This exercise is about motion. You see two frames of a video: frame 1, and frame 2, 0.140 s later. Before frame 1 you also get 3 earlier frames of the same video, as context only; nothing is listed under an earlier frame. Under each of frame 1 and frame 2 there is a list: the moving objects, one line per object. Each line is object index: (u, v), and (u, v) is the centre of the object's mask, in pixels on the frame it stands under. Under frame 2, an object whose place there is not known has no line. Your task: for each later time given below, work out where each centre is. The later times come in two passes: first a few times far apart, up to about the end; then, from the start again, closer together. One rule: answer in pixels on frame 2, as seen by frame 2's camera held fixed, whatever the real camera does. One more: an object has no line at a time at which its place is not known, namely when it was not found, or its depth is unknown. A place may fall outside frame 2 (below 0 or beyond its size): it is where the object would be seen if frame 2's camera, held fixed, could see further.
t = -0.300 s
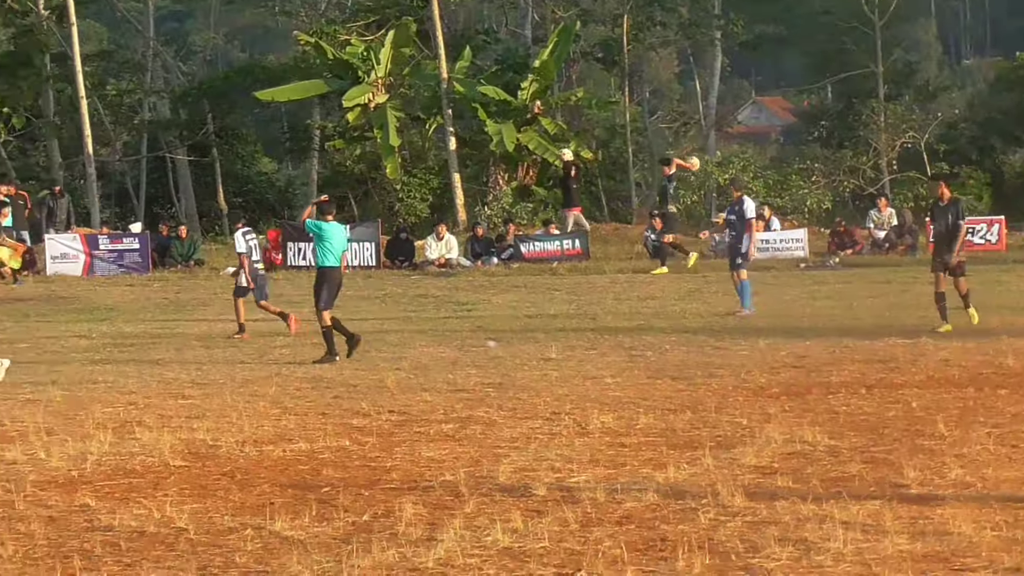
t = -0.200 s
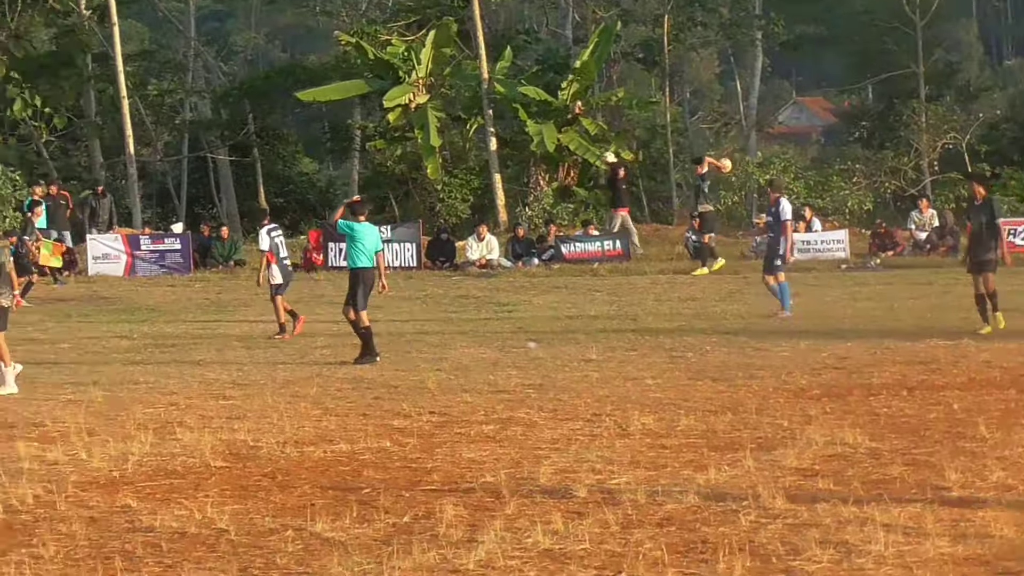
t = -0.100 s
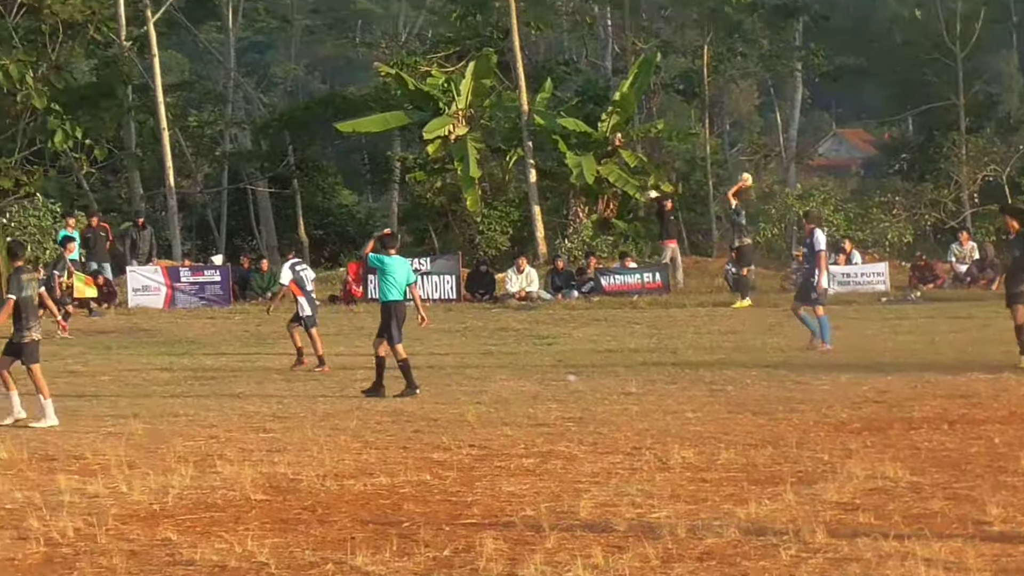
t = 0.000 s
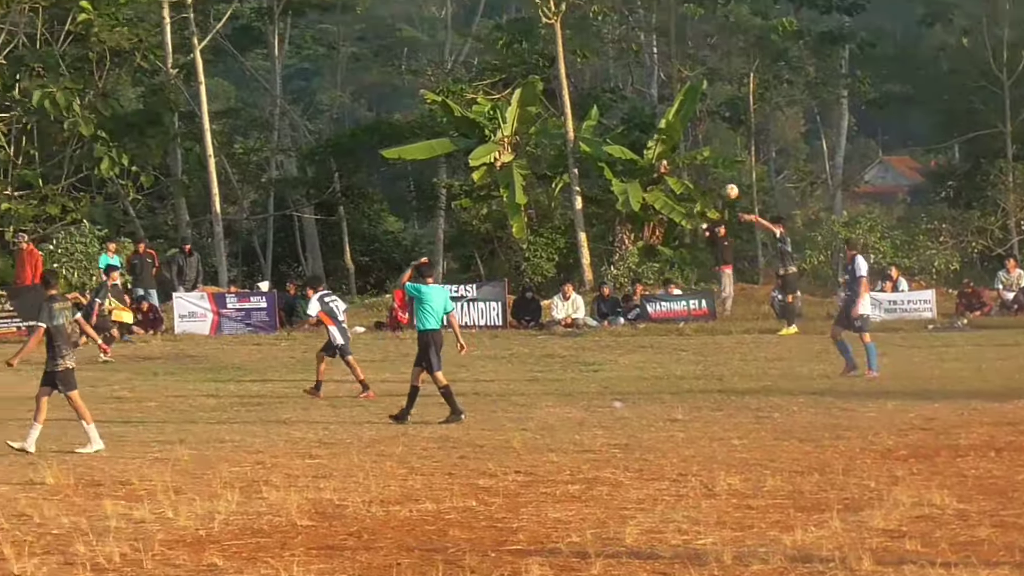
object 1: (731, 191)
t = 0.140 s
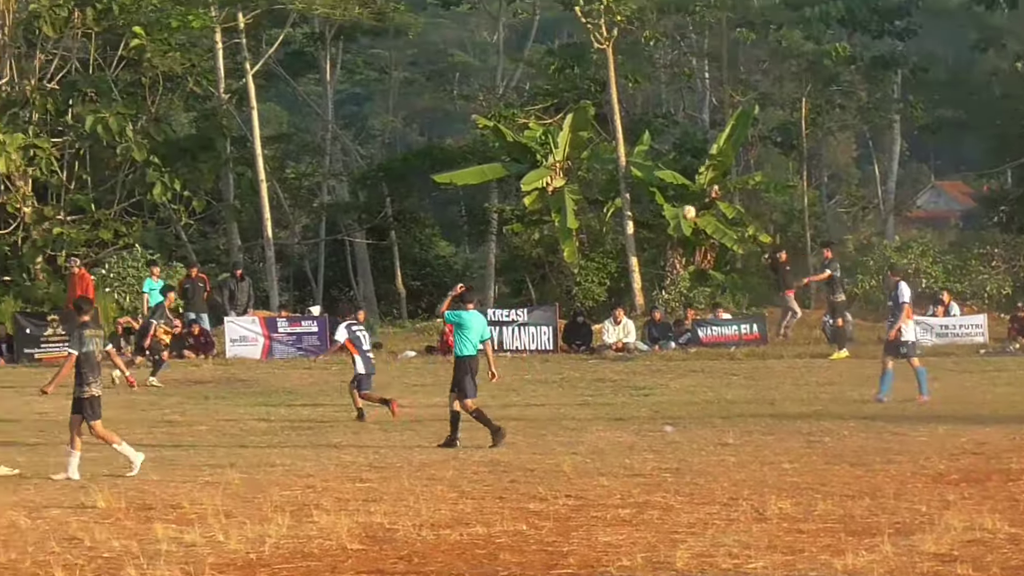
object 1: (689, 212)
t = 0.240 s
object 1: (622, 219)
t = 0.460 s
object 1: (480, 253)
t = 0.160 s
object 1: (676, 213)
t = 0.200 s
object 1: (648, 215)
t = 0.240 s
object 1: (622, 219)
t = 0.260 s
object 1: (609, 220)
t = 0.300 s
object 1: (583, 225)
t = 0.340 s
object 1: (556, 230)
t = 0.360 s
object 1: (543, 233)
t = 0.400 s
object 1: (518, 240)
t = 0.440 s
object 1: (493, 248)
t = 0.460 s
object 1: (480, 253)
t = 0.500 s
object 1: (454, 263)
